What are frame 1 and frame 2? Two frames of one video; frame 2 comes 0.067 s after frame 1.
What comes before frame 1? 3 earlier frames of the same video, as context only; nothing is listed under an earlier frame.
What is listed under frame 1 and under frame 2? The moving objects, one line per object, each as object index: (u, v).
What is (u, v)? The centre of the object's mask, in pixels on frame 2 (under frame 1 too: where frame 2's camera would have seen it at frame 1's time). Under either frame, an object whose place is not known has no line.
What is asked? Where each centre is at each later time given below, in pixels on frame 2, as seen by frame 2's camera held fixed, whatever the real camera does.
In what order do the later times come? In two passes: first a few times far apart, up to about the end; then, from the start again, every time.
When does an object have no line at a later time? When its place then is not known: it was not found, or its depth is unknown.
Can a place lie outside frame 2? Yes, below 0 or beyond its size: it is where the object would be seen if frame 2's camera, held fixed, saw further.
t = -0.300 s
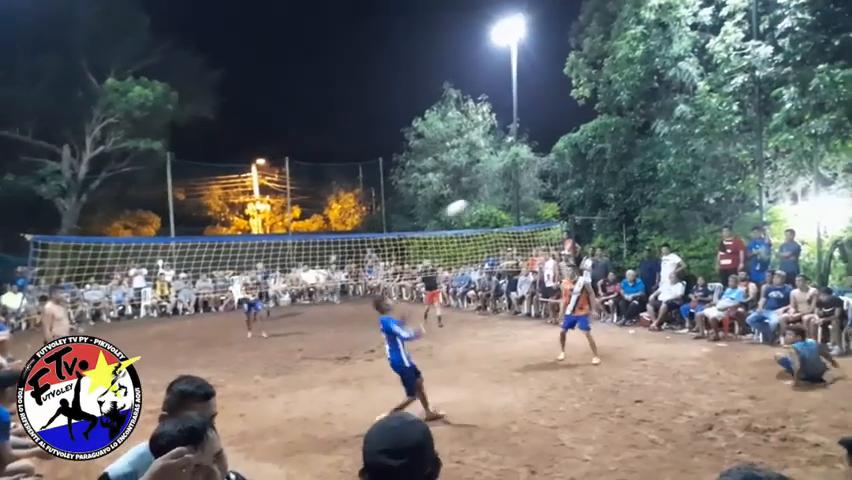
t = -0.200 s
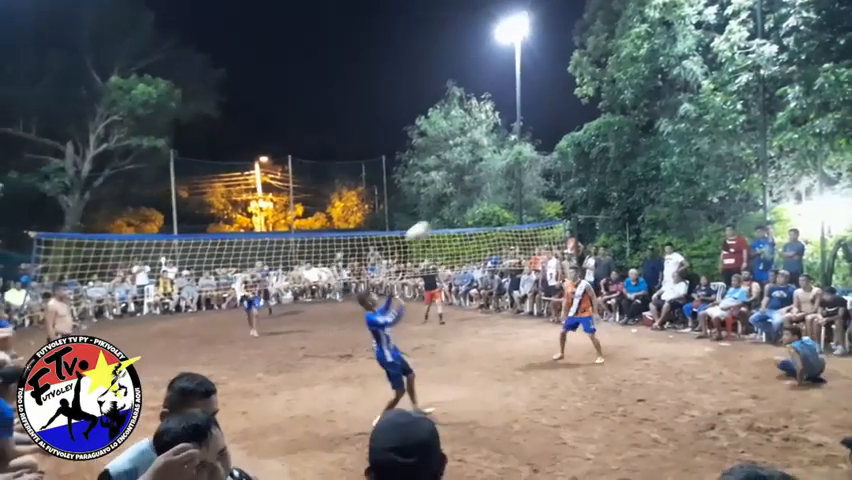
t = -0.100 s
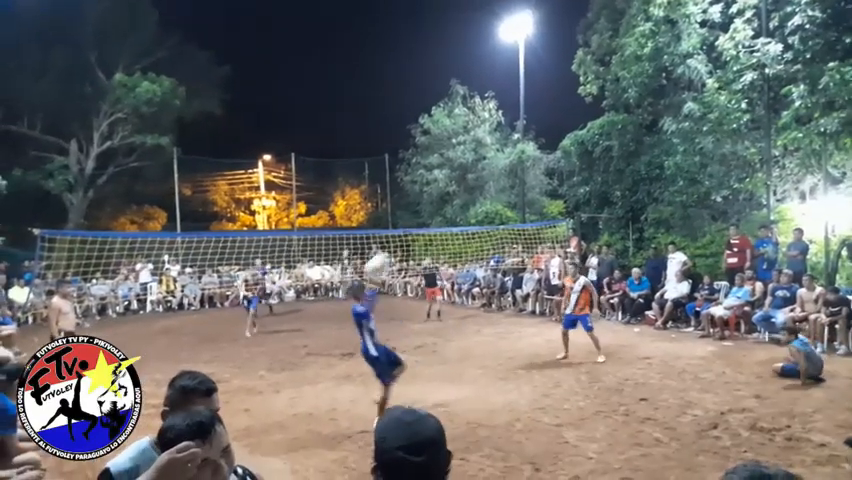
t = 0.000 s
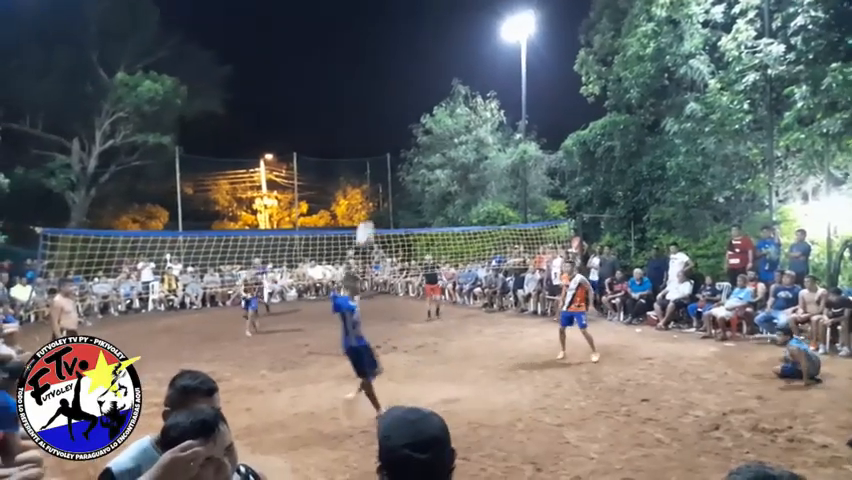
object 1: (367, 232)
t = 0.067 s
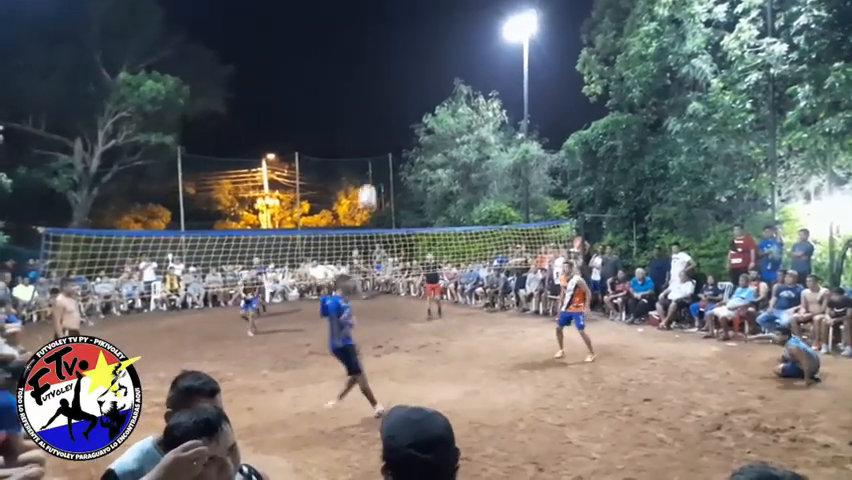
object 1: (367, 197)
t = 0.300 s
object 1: (369, 102)
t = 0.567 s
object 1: (371, 46)
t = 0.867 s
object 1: (375, 51)
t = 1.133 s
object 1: (379, 115)
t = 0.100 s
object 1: (368, 181)
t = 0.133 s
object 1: (368, 167)
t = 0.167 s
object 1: (368, 152)
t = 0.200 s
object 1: (368, 137)
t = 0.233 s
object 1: (368, 125)
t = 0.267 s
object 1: (368, 114)
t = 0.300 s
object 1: (369, 102)
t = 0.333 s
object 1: (369, 92)
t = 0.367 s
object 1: (369, 83)
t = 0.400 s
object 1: (369, 74)
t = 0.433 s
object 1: (370, 66)
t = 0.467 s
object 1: (370, 60)
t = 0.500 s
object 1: (370, 54)
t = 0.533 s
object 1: (371, 50)
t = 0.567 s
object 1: (371, 46)
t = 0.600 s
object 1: (371, 43)
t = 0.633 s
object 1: (372, 41)
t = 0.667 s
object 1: (372, 40)
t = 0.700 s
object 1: (372, 39)
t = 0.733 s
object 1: (373, 39)
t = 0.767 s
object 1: (373, 41)
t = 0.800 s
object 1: (374, 43)
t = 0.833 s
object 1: (374, 47)
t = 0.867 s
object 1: (375, 51)
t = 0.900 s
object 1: (375, 55)
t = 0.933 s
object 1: (376, 62)
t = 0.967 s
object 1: (376, 68)
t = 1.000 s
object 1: (377, 76)
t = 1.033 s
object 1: (377, 84)
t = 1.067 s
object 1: (378, 93)
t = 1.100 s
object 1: (379, 104)
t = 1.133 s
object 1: (379, 115)
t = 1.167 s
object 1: (380, 126)
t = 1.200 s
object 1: (380, 138)
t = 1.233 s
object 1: (381, 151)
